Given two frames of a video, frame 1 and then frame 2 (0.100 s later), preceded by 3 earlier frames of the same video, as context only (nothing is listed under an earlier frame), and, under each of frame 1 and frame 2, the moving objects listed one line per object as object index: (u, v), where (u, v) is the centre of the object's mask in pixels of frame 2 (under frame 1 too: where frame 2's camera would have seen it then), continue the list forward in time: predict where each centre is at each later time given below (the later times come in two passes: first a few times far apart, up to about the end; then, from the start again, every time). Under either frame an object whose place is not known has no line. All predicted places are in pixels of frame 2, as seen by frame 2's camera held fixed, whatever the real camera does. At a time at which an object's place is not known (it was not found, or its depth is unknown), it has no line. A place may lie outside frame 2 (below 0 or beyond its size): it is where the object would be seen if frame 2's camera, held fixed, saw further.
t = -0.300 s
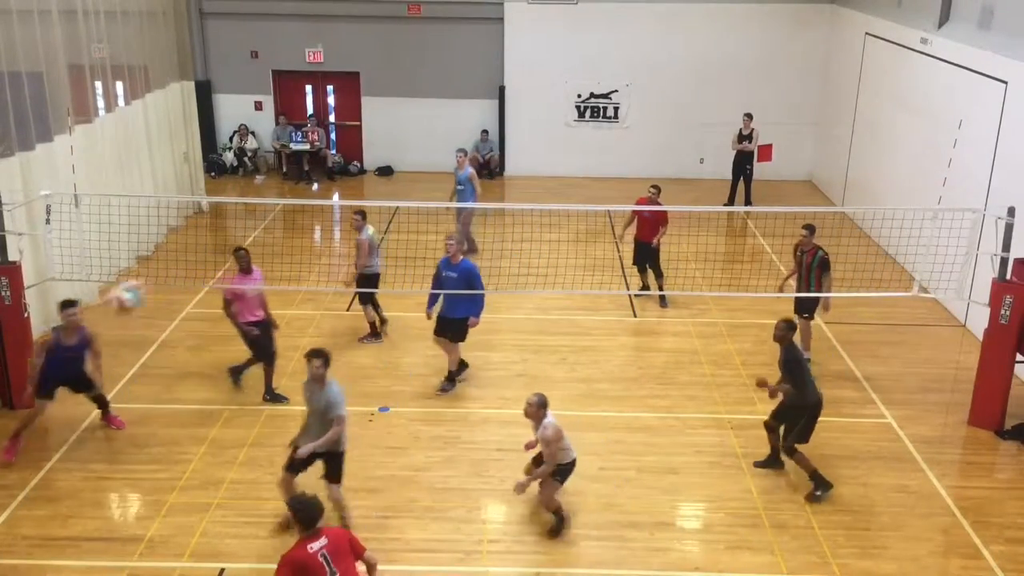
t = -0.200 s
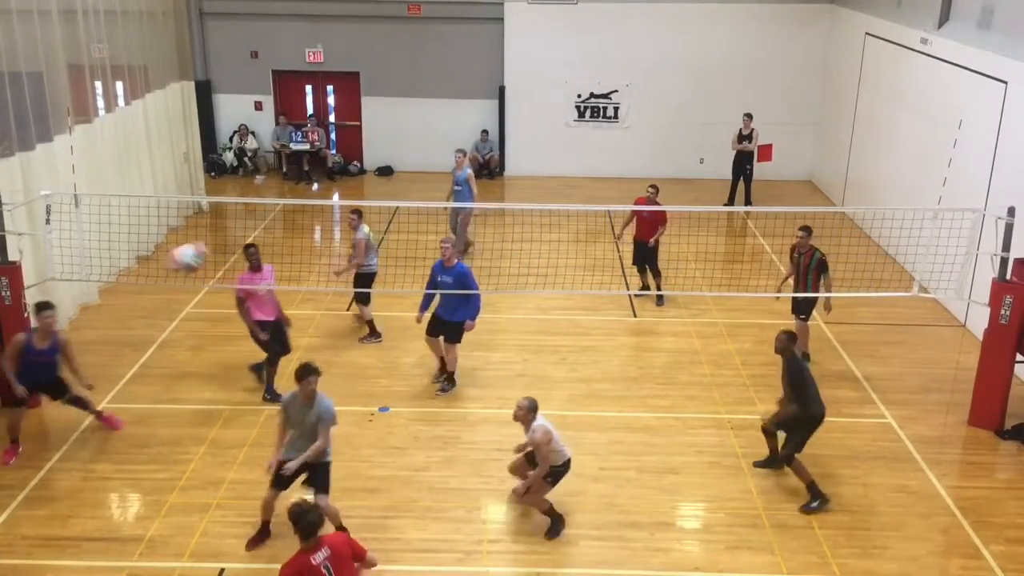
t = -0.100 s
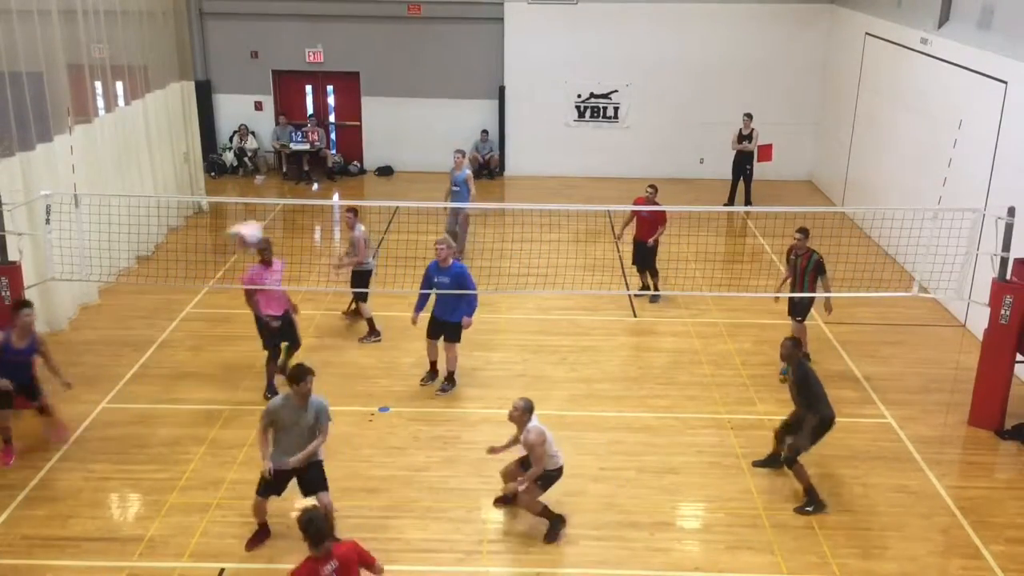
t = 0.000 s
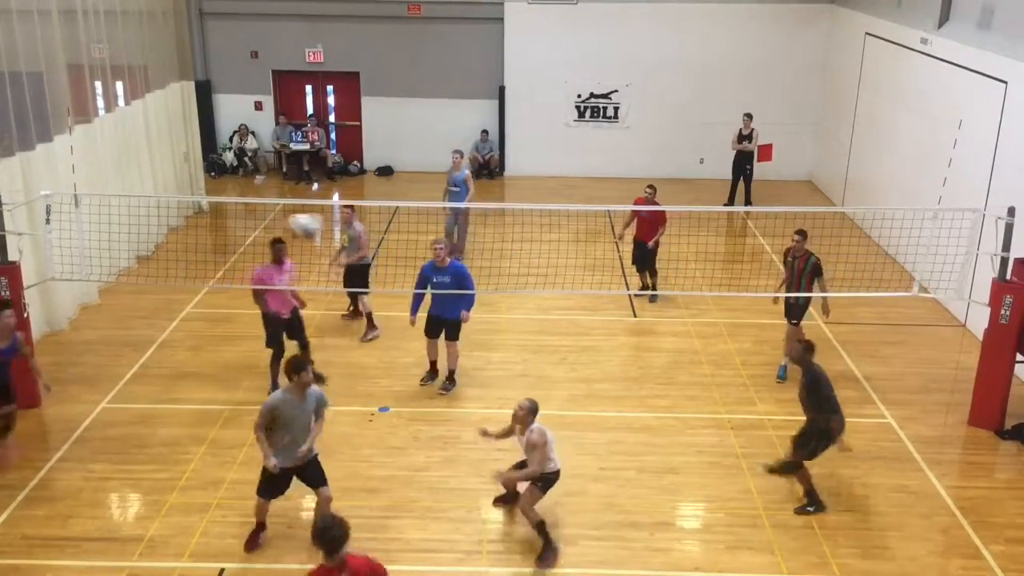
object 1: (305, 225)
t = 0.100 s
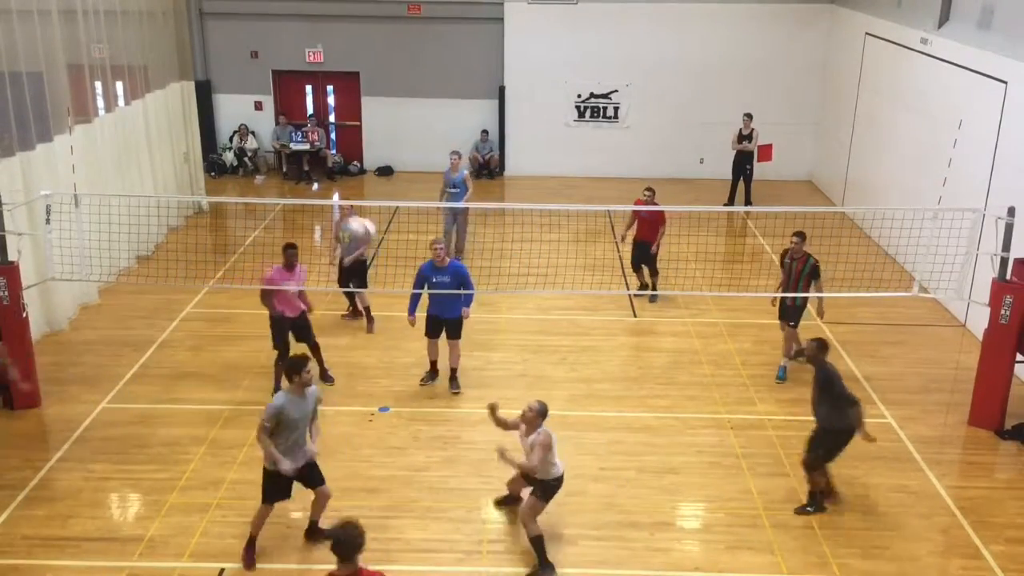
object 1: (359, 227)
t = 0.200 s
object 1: (412, 246)
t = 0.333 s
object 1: (480, 286)
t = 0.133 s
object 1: (379, 234)
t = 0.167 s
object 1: (396, 240)
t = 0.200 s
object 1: (412, 246)
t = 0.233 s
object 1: (431, 254)
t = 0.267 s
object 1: (448, 262)
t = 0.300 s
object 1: (463, 273)
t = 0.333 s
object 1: (480, 286)
